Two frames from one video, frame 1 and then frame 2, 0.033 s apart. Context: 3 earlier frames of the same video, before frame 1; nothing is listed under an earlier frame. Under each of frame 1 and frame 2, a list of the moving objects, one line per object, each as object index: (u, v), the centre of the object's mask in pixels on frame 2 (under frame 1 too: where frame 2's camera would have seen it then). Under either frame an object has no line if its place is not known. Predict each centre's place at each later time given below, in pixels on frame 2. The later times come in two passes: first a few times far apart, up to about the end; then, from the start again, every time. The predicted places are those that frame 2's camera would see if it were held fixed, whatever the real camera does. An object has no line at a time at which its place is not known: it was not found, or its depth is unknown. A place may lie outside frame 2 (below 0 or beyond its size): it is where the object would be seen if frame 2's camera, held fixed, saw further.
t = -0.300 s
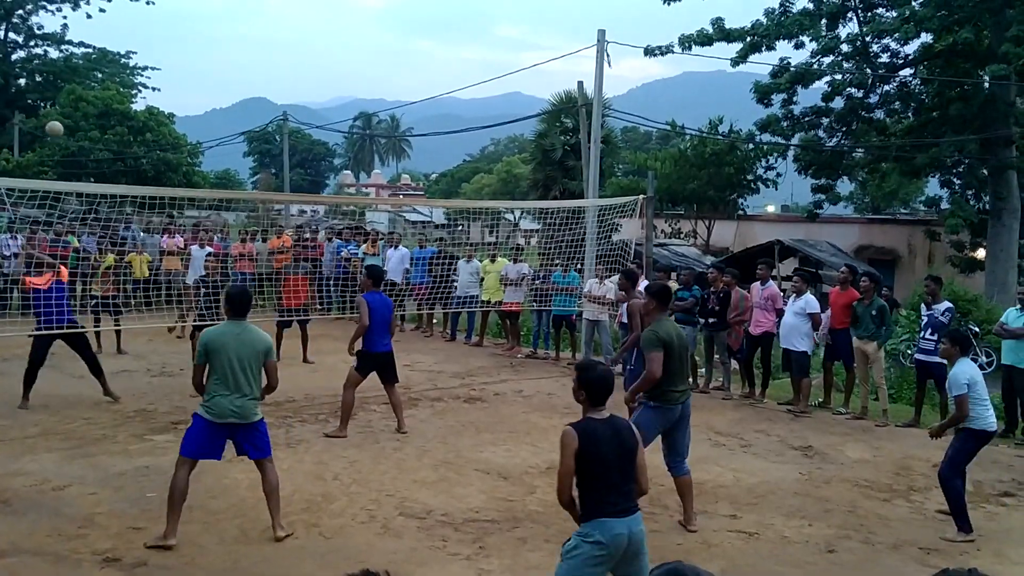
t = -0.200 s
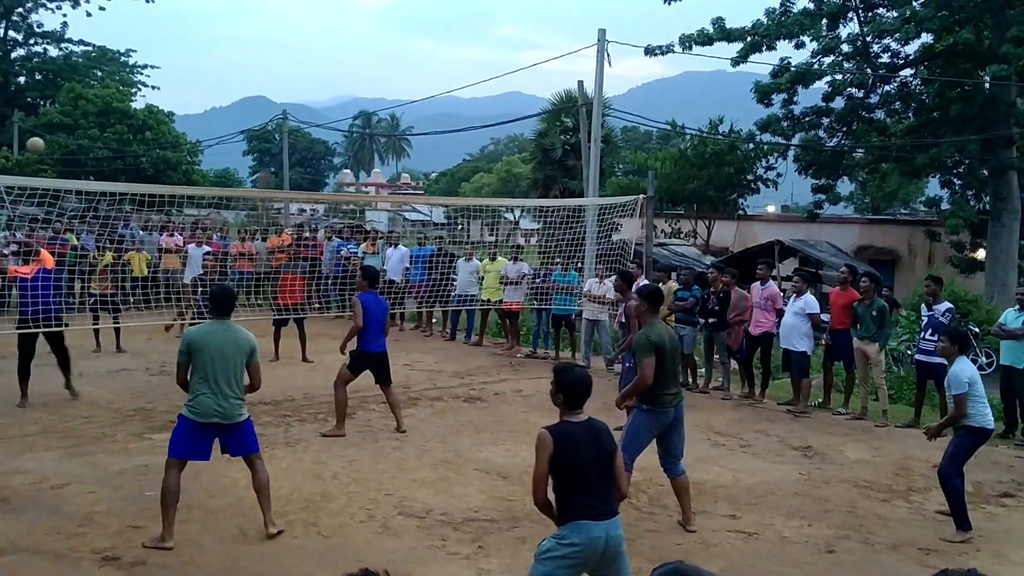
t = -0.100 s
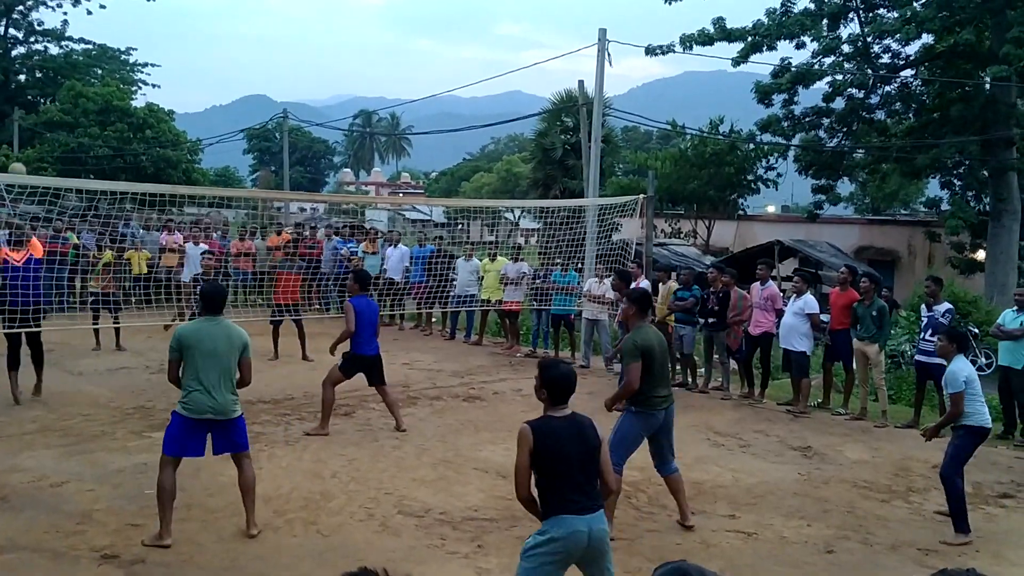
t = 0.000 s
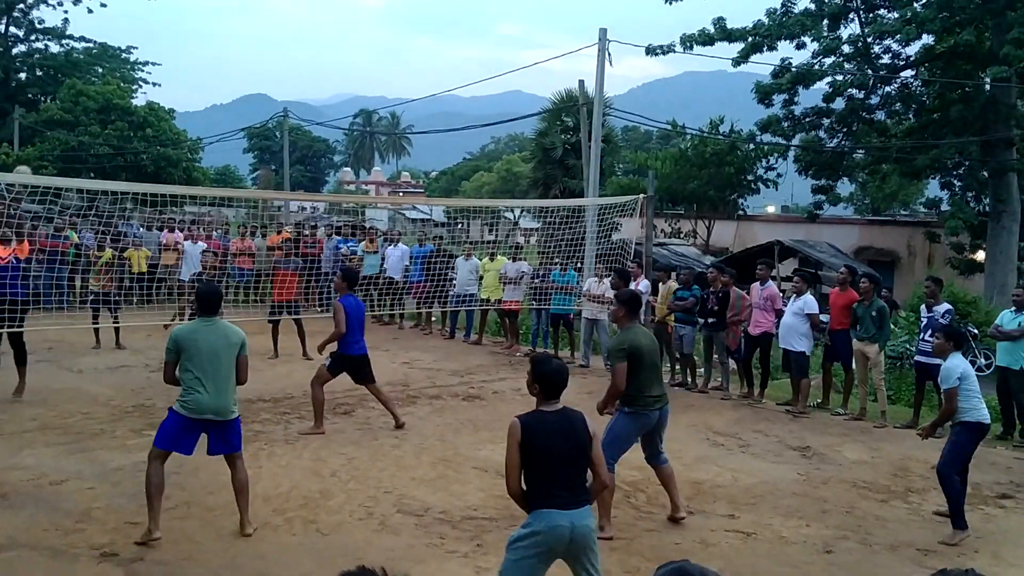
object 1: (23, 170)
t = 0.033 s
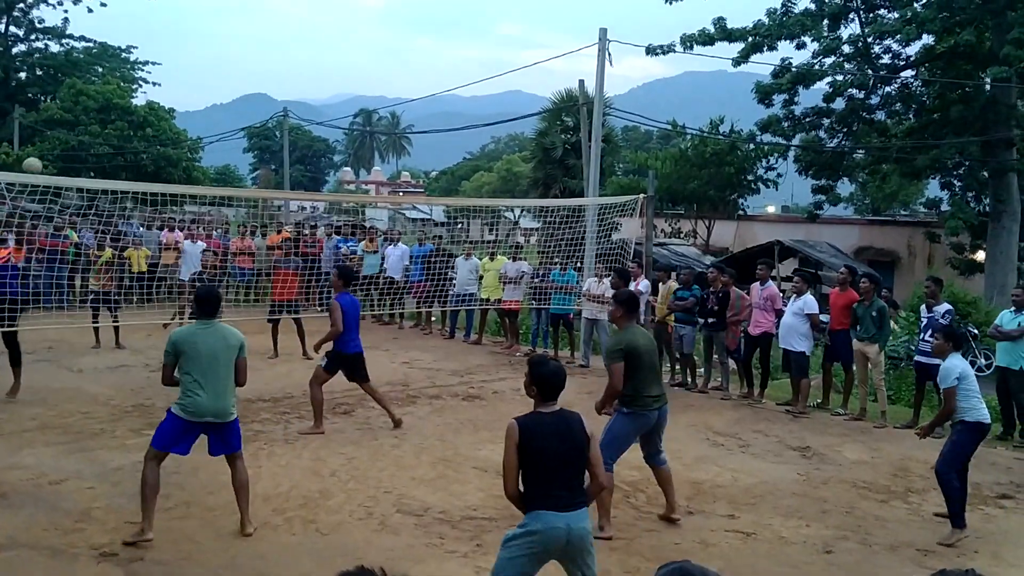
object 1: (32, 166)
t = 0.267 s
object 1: (120, 144)
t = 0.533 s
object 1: (279, 231)
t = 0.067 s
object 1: (43, 160)
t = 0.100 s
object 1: (53, 154)
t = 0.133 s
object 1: (66, 149)
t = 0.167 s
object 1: (78, 146)
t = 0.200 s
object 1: (91, 144)
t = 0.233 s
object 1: (105, 144)
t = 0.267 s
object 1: (120, 144)
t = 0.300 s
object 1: (136, 147)
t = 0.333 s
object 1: (153, 151)
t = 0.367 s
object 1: (170, 158)
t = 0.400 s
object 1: (188, 167)
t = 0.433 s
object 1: (210, 178)
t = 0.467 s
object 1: (232, 192)
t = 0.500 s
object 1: (255, 210)
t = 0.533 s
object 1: (279, 231)
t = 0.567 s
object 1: (306, 256)
